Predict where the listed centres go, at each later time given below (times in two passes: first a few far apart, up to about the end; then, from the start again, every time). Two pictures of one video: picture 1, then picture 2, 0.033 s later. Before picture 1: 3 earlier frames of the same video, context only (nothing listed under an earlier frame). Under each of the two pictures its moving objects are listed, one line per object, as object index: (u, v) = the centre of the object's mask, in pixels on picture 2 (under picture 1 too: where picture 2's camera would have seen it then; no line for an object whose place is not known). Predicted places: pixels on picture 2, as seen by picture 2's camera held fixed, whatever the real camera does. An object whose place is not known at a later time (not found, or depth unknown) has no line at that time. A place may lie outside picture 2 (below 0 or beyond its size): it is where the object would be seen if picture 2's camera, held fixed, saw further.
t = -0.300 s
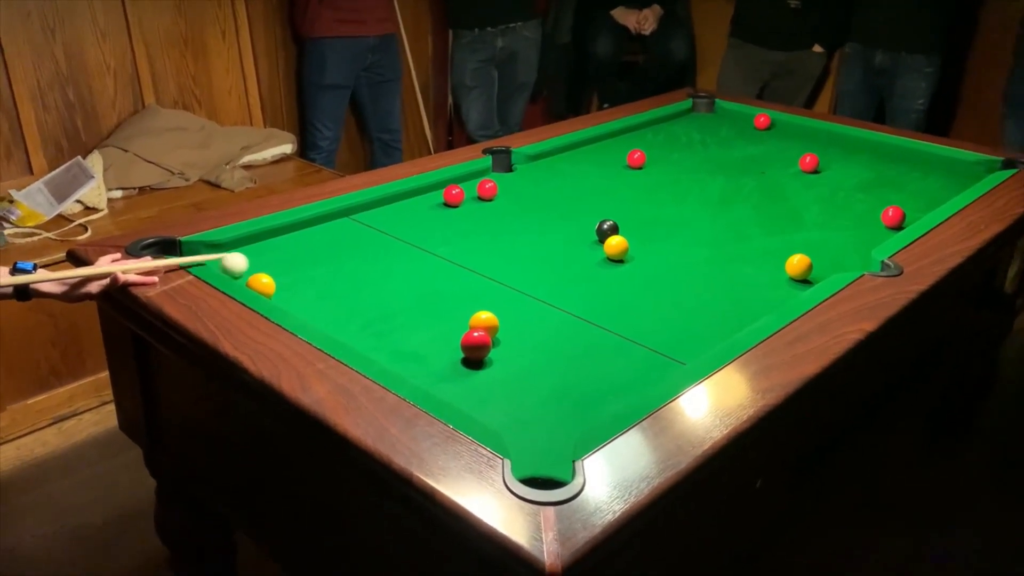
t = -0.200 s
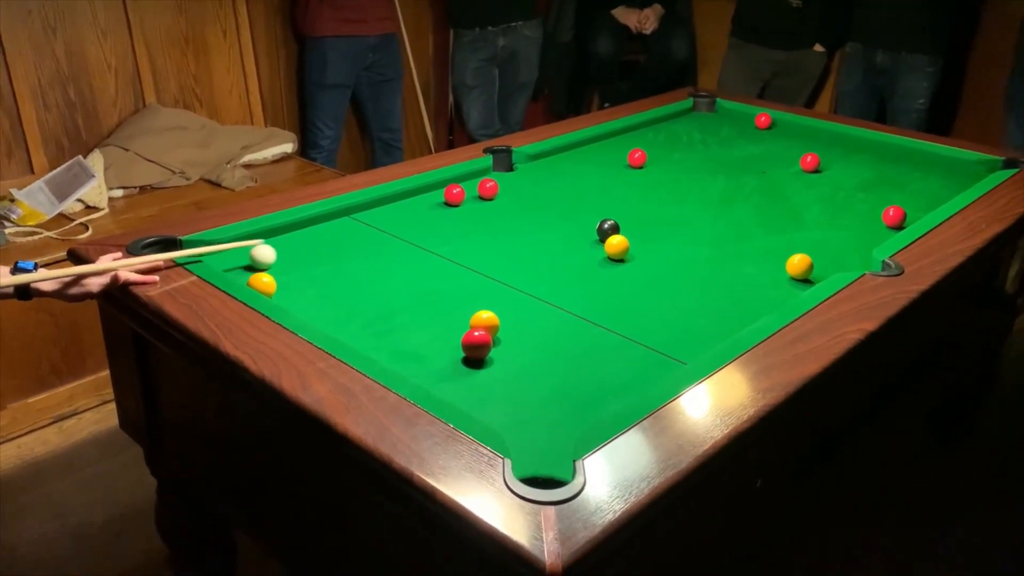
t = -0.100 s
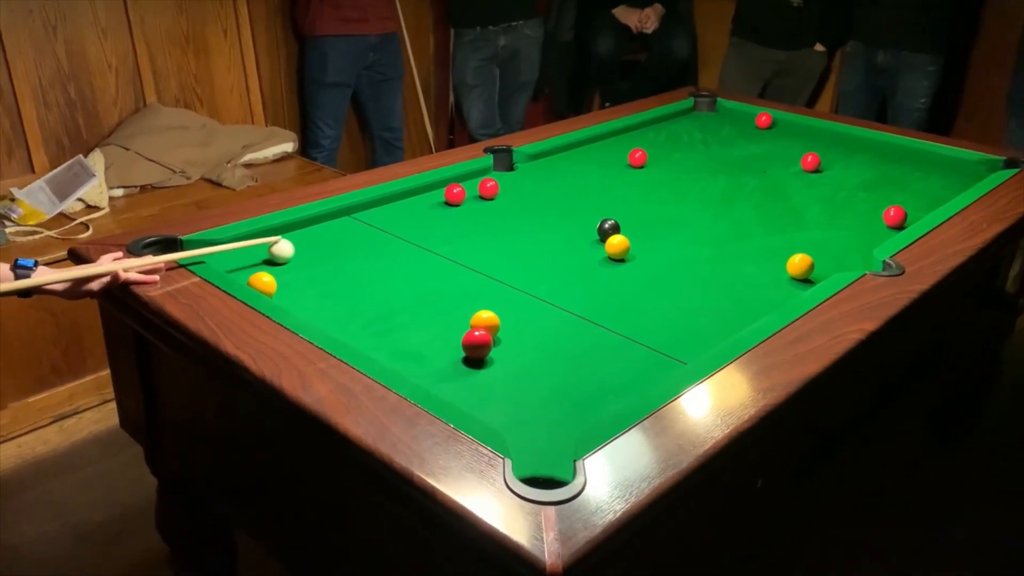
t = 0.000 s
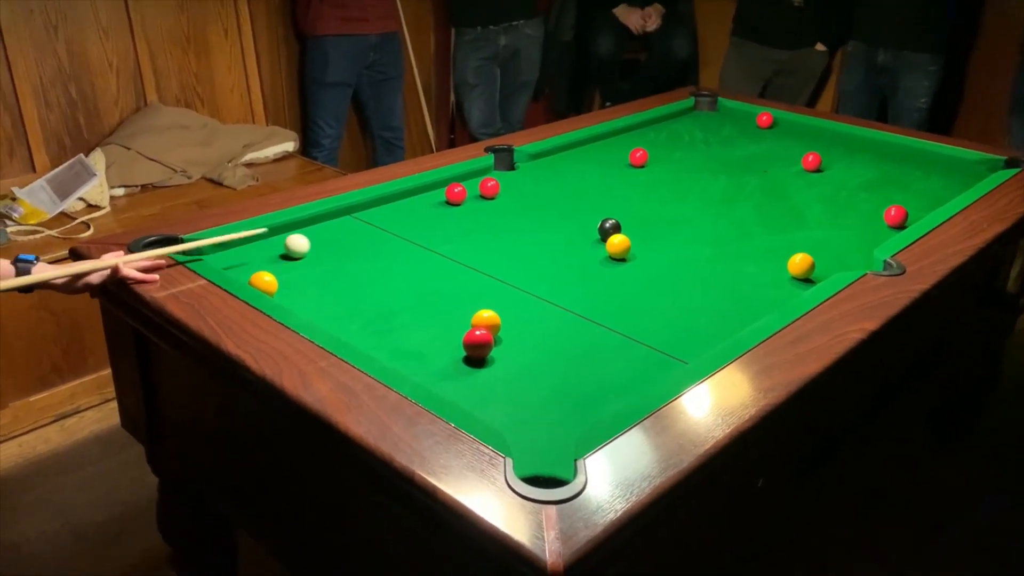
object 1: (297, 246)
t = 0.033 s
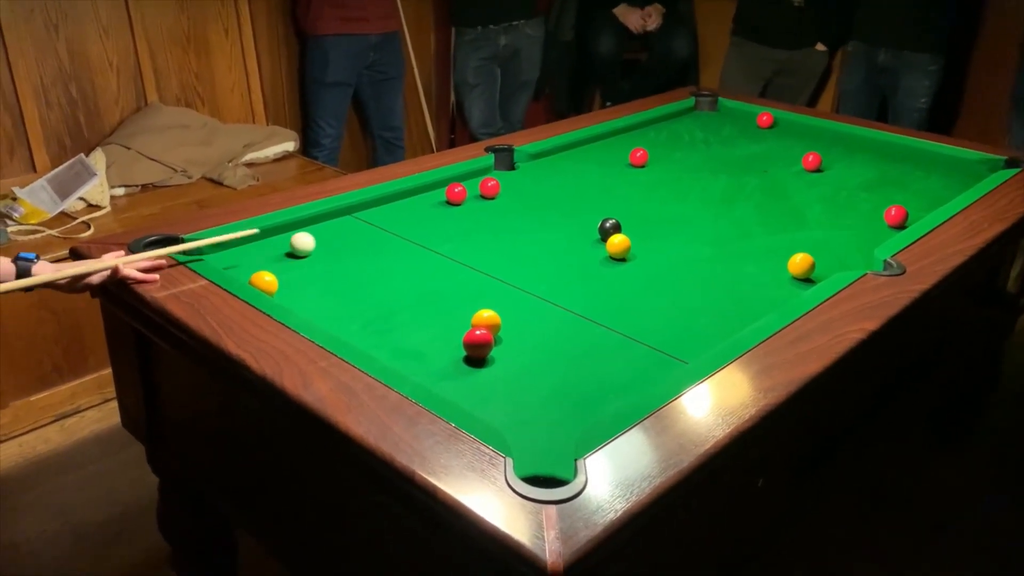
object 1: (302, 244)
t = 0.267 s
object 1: (333, 235)
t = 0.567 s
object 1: (368, 225)
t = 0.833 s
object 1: (393, 217)
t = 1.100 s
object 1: (416, 210)
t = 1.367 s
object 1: (436, 205)
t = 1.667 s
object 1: (453, 201)
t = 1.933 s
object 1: (462, 202)
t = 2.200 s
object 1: (468, 201)
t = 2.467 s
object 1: (471, 201)
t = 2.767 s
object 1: (472, 201)
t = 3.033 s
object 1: (472, 201)
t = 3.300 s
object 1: (472, 201)
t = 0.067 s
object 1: (307, 243)
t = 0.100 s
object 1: (312, 241)
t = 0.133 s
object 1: (316, 240)
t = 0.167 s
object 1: (320, 239)
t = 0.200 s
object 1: (325, 238)
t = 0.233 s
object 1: (329, 236)
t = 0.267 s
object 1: (333, 235)
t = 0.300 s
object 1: (337, 234)
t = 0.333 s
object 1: (341, 233)
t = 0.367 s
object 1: (345, 231)
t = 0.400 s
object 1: (349, 230)
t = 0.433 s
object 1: (353, 229)
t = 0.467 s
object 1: (357, 228)
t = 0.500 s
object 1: (360, 227)
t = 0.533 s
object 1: (364, 226)
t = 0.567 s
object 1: (368, 225)
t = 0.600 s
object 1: (371, 224)
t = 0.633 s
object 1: (375, 223)
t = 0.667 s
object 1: (378, 222)
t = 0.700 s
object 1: (381, 221)
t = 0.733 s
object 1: (384, 220)
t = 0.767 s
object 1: (387, 219)
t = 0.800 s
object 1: (390, 218)
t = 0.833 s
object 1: (393, 217)
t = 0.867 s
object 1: (396, 216)
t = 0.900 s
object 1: (399, 215)
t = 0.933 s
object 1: (402, 214)
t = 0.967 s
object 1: (405, 213)
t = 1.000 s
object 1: (408, 213)
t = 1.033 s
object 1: (411, 212)
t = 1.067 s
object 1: (413, 211)
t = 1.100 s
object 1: (416, 210)
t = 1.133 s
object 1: (419, 210)
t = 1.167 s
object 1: (421, 209)
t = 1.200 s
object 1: (424, 208)
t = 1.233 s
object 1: (426, 208)
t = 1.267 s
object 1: (429, 207)
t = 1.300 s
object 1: (431, 207)
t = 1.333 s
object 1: (434, 206)
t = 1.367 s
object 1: (436, 205)
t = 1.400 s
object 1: (438, 205)
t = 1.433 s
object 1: (440, 204)
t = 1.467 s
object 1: (442, 204)
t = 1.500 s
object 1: (444, 203)
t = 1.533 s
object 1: (446, 203)
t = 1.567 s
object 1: (448, 202)
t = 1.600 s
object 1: (450, 201)
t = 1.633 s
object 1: (452, 201)
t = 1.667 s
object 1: (453, 201)
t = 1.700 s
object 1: (454, 201)
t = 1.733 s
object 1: (456, 201)
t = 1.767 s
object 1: (457, 201)
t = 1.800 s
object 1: (458, 202)
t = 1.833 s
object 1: (459, 201)
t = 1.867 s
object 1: (460, 201)
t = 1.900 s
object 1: (461, 201)
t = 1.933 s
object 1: (462, 202)
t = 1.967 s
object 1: (463, 202)
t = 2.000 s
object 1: (464, 201)
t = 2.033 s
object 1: (465, 201)
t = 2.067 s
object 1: (465, 201)
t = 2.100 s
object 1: (466, 201)
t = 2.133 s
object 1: (467, 201)
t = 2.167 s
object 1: (468, 201)
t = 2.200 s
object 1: (468, 201)
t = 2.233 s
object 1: (469, 201)
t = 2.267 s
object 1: (469, 201)
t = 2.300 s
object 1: (469, 201)
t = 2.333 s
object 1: (470, 201)
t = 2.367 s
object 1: (470, 201)
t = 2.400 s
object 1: (470, 201)
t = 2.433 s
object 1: (471, 201)
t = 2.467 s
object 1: (471, 201)
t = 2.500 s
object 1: (471, 201)
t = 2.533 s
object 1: (471, 201)
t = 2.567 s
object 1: (471, 201)
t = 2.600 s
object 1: (472, 201)
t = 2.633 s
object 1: (472, 201)
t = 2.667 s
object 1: (472, 201)
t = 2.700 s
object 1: (472, 201)
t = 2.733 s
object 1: (472, 201)
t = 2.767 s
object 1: (472, 201)
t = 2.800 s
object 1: (472, 201)
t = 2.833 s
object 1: (472, 201)
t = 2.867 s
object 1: (472, 201)
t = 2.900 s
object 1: (472, 201)
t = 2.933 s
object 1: (472, 201)
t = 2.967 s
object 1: (472, 201)
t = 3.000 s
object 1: (472, 201)
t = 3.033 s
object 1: (472, 201)
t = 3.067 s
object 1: (472, 201)
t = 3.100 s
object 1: (472, 201)
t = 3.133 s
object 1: (472, 201)
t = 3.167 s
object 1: (472, 201)
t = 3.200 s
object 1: (472, 201)
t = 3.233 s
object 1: (472, 201)
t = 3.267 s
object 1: (472, 201)
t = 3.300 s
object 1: (472, 201)
